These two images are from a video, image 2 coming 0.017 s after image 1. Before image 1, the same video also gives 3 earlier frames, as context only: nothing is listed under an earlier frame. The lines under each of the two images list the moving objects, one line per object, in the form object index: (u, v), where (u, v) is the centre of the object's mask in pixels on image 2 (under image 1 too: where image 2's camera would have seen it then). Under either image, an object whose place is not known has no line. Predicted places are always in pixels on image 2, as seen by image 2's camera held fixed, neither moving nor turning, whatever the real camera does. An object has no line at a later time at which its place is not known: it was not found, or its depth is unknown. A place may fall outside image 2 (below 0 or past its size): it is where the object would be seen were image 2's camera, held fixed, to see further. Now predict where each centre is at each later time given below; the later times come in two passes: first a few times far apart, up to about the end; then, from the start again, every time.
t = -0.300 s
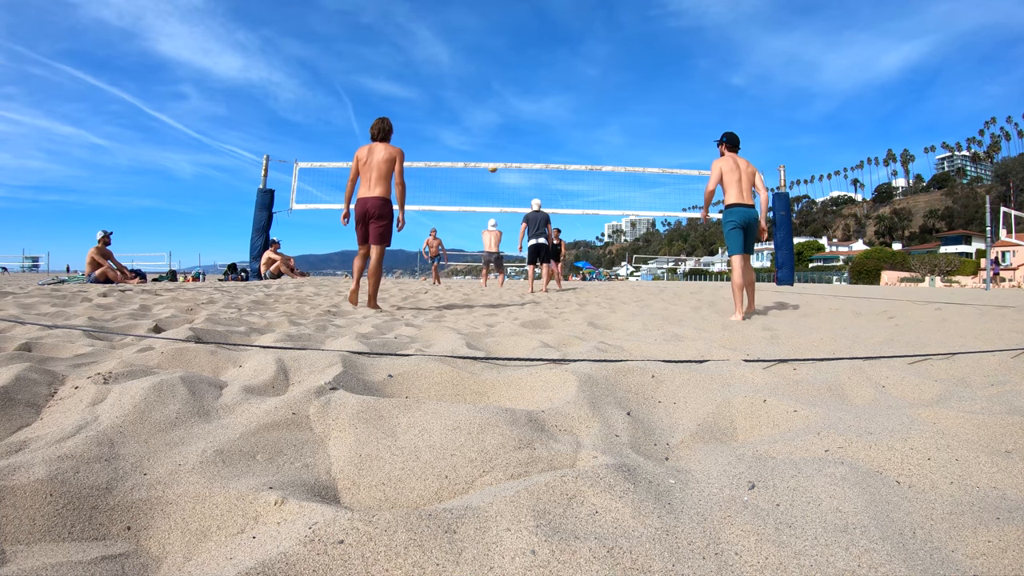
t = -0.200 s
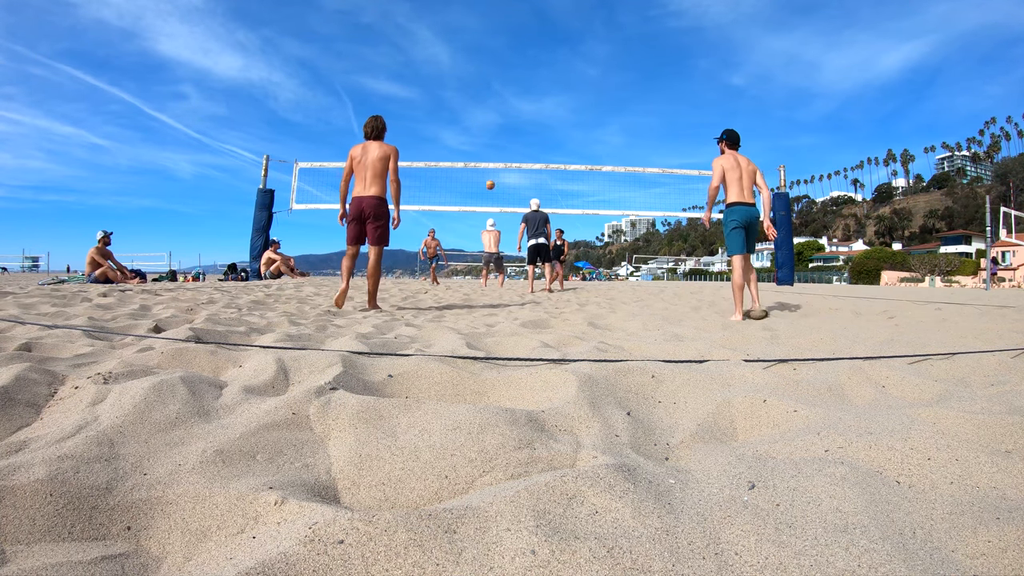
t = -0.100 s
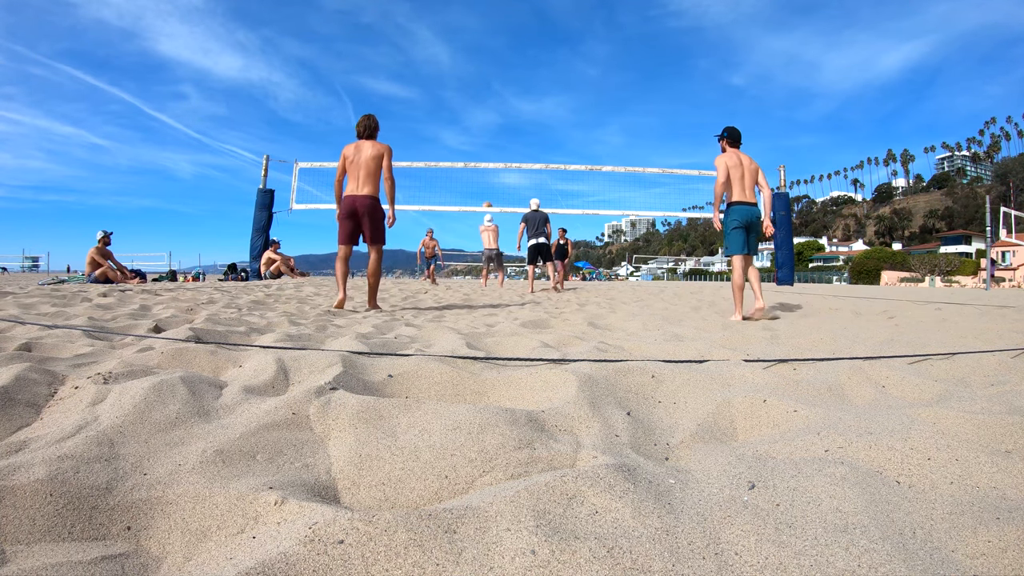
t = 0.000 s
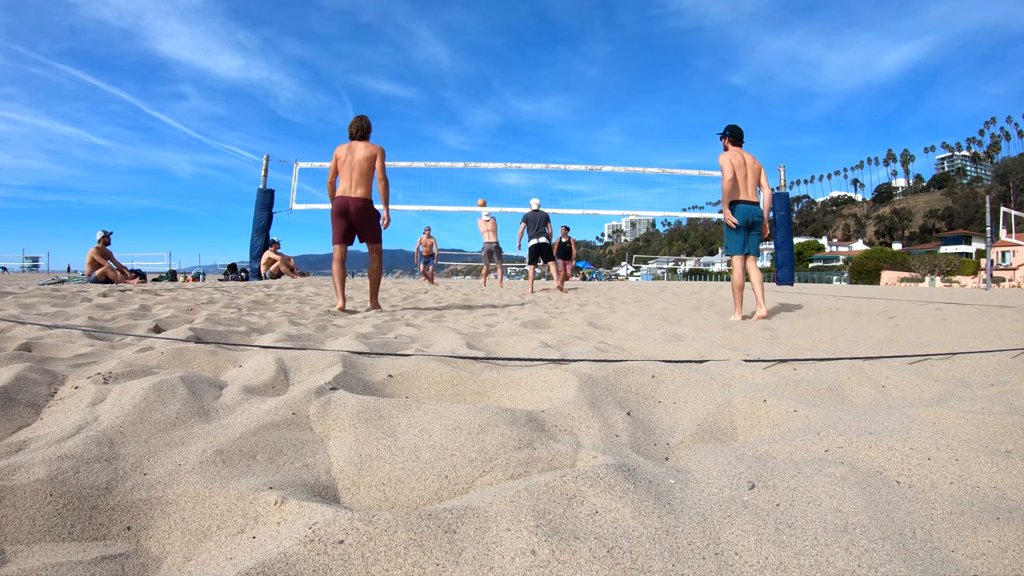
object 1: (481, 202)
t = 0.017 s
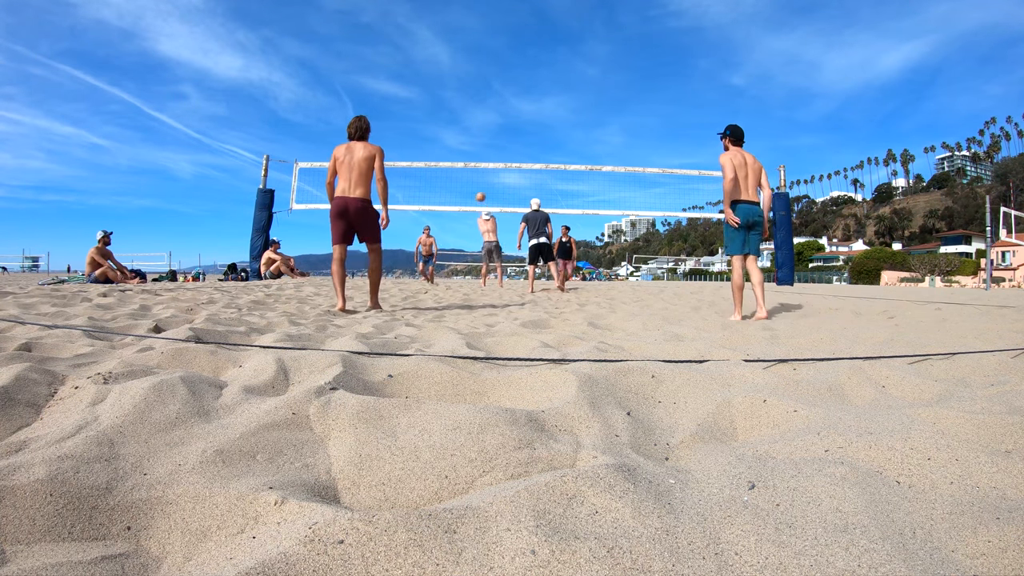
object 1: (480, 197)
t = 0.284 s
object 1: (459, 117)
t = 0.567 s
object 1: (440, 71)
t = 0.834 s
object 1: (421, 60)
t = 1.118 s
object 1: (401, 79)
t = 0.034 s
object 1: (479, 191)
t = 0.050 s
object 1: (477, 185)
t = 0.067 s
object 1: (476, 179)
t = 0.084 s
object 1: (474, 174)
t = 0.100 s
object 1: (473, 170)
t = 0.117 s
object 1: (472, 161)
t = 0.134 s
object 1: (470, 158)
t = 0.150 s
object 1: (469, 153)
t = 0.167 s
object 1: (468, 148)
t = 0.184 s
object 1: (466, 143)
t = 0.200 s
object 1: (465, 139)
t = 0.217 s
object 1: (464, 134)
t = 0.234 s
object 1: (462, 130)
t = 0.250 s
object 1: (461, 125)
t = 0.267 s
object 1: (460, 121)
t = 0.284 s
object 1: (459, 117)
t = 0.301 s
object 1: (458, 114)
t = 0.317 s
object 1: (457, 110)
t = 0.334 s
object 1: (455, 107)
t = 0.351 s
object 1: (454, 103)
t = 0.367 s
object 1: (453, 100)
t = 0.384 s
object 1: (452, 97)
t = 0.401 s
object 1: (451, 94)
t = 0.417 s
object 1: (450, 91)
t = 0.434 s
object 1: (449, 88)
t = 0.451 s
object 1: (447, 86)
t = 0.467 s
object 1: (446, 84)
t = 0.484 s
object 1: (445, 81)
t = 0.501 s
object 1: (444, 79)
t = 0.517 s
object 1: (443, 77)
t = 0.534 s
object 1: (442, 75)
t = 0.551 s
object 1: (441, 73)
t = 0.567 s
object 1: (440, 71)
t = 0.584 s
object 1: (439, 69)
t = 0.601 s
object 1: (437, 68)
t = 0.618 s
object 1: (436, 67)
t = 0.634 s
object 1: (435, 65)
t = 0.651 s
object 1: (434, 65)
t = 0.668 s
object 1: (433, 64)
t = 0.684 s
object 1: (432, 62)
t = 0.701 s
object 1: (431, 62)
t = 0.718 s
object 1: (430, 61)
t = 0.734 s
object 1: (428, 60)
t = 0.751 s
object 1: (427, 60)
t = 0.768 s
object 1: (426, 60)
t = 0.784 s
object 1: (425, 59)
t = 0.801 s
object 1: (424, 59)
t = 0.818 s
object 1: (423, 59)
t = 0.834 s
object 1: (421, 60)
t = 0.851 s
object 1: (420, 60)
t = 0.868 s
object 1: (419, 60)
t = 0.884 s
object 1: (418, 61)
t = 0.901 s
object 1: (417, 61)
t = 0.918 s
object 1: (415, 62)
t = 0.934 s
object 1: (414, 63)
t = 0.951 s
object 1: (414, 64)
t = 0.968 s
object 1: (412, 65)
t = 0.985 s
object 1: (411, 66)
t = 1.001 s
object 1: (410, 67)
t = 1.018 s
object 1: (408, 68)
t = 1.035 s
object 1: (407, 70)
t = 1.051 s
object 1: (406, 71)
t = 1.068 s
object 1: (405, 73)
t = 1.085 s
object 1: (403, 75)
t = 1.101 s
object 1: (402, 77)
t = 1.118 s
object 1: (401, 79)
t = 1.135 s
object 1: (400, 81)
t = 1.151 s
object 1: (398, 84)
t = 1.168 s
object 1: (397, 86)
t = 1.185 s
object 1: (396, 89)
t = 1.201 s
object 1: (394, 92)
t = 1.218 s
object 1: (393, 95)
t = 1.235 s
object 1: (392, 97)
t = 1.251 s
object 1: (391, 101)
